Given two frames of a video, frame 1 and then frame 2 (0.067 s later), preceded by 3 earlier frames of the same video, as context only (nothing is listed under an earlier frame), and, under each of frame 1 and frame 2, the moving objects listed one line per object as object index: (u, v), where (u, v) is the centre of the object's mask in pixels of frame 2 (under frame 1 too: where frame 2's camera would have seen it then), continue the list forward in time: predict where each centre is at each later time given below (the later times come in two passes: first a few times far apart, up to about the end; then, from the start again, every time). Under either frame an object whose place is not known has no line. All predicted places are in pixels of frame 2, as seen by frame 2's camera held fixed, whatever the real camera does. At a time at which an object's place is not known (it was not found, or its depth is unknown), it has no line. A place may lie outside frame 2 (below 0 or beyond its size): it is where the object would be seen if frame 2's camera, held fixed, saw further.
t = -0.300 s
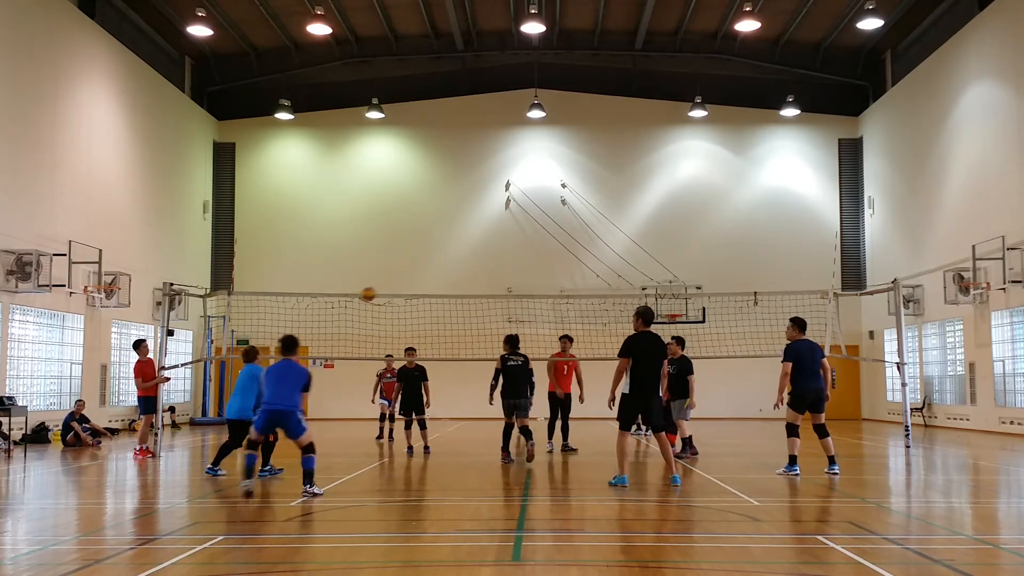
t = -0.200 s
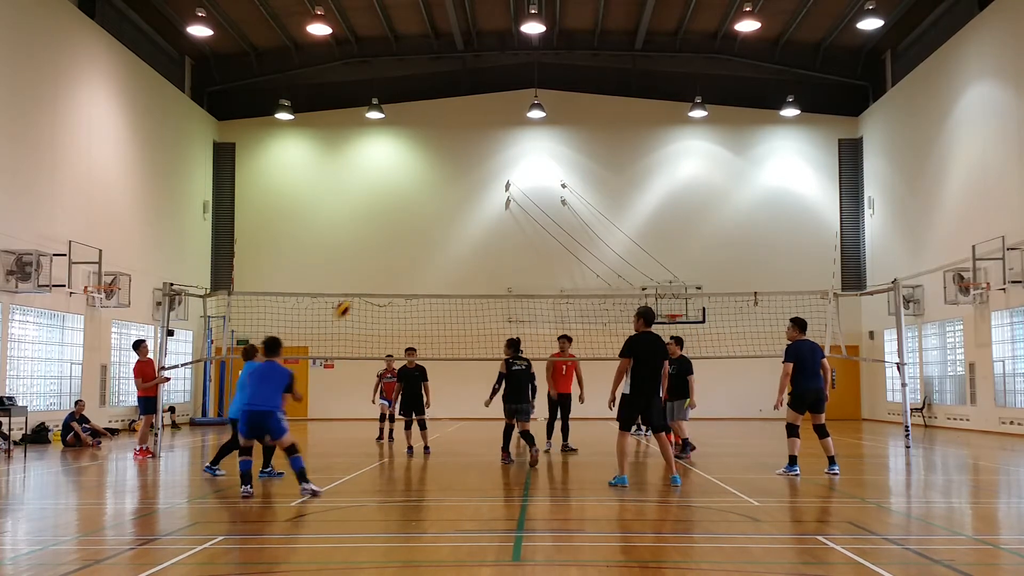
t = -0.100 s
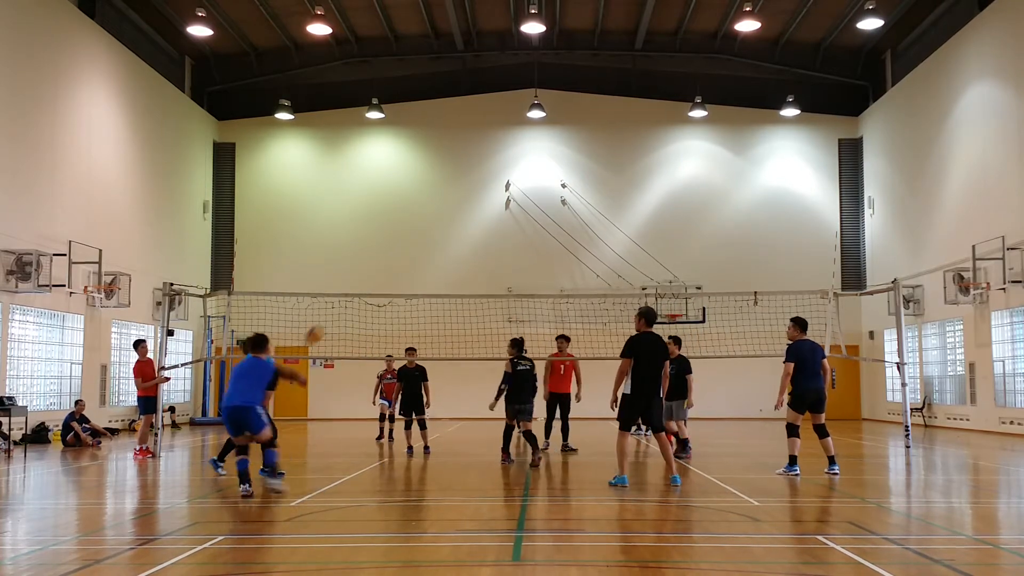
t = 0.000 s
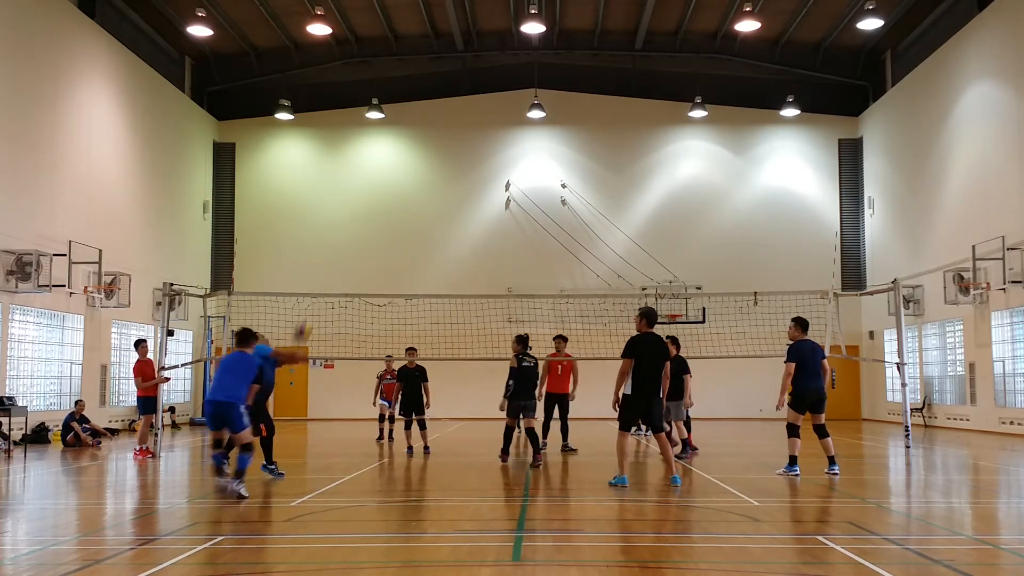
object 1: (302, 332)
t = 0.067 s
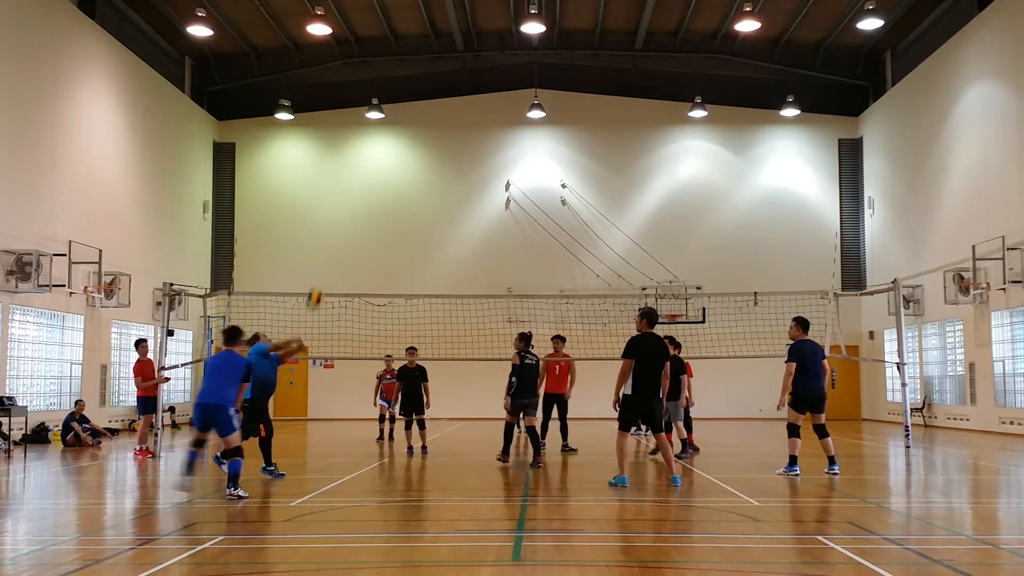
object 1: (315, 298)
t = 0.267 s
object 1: (350, 221)
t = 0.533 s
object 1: (392, 171)
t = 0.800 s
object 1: (431, 176)
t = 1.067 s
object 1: (467, 231)
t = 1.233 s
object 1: (488, 290)
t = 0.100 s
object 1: (321, 282)
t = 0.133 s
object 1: (327, 268)
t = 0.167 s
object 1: (333, 255)
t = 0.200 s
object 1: (339, 243)
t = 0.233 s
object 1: (344, 231)
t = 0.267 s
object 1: (350, 221)
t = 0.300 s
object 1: (355, 212)
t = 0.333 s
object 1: (360, 204)
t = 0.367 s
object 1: (366, 196)
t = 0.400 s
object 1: (371, 189)
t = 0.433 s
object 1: (376, 183)
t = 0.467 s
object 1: (382, 178)
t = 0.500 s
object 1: (387, 174)
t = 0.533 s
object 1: (392, 171)
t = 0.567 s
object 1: (397, 169)
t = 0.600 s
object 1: (402, 167)
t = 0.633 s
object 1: (407, 167)
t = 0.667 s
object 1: (412, 167)
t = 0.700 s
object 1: (417, 168)
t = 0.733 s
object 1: (421, 170)
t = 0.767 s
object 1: (426, 173)
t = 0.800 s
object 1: (431, 176)
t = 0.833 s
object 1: (435, 180)
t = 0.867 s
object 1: (440, 185)
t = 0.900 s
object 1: (445, 191)
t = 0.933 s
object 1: (449, 197)
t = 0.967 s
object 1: (454, 205)
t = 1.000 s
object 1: (459, 213)
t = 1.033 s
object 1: (463, 222)
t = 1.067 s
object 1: (467, 231)
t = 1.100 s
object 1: (471, 243)
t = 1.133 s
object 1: (476, 254)
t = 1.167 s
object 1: (480, 265)
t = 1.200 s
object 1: (485, 278)
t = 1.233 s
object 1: (488, 290)
